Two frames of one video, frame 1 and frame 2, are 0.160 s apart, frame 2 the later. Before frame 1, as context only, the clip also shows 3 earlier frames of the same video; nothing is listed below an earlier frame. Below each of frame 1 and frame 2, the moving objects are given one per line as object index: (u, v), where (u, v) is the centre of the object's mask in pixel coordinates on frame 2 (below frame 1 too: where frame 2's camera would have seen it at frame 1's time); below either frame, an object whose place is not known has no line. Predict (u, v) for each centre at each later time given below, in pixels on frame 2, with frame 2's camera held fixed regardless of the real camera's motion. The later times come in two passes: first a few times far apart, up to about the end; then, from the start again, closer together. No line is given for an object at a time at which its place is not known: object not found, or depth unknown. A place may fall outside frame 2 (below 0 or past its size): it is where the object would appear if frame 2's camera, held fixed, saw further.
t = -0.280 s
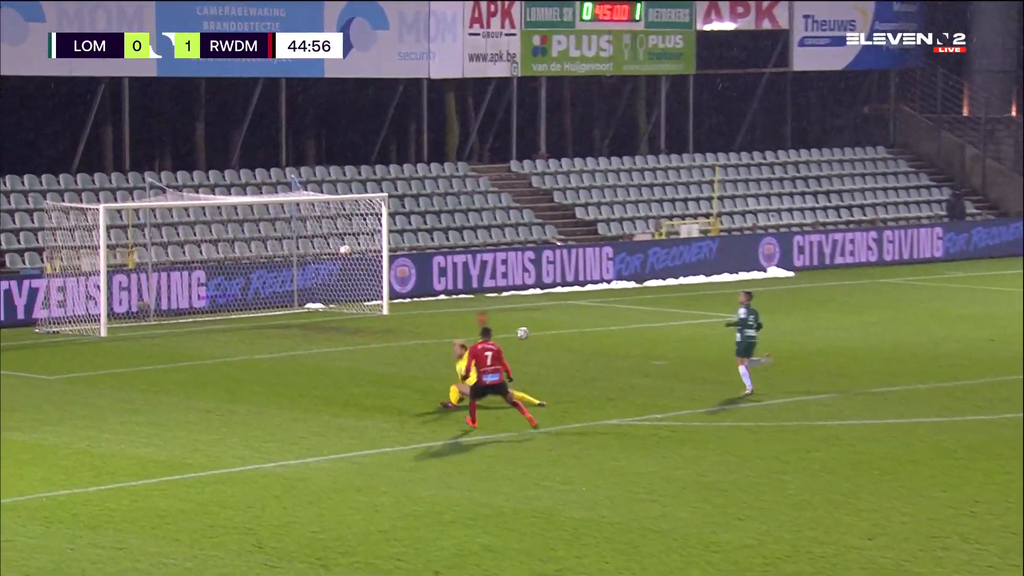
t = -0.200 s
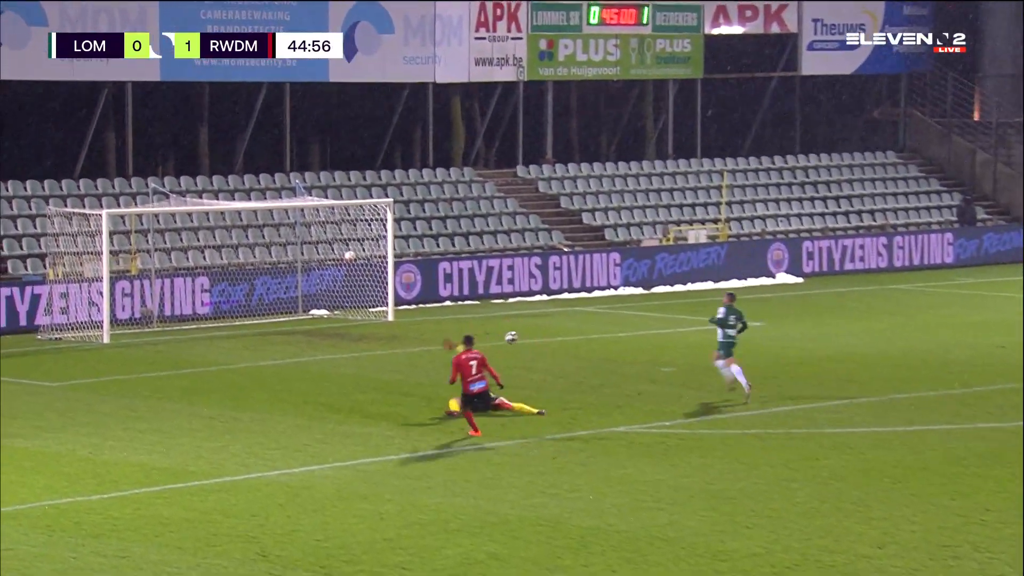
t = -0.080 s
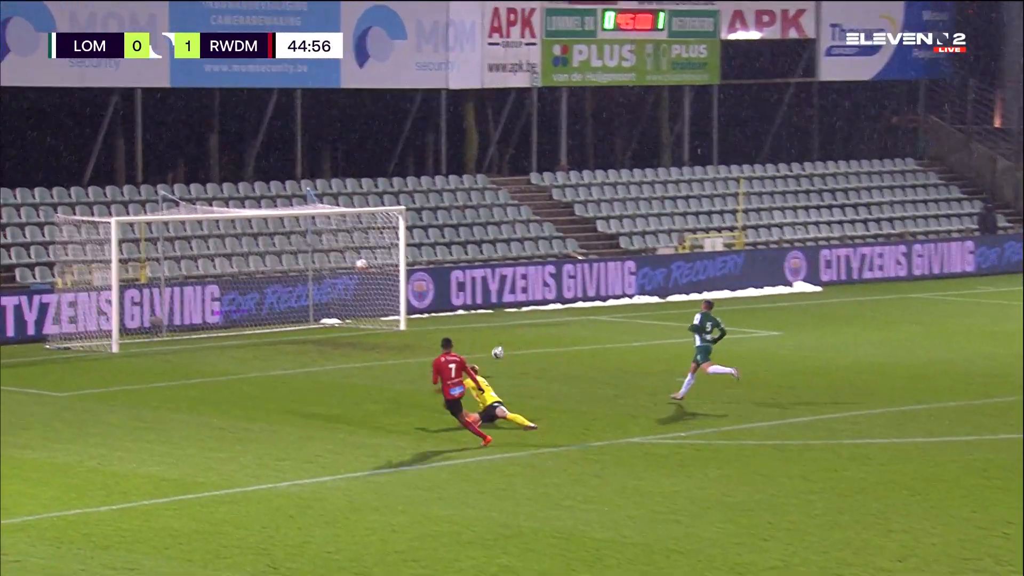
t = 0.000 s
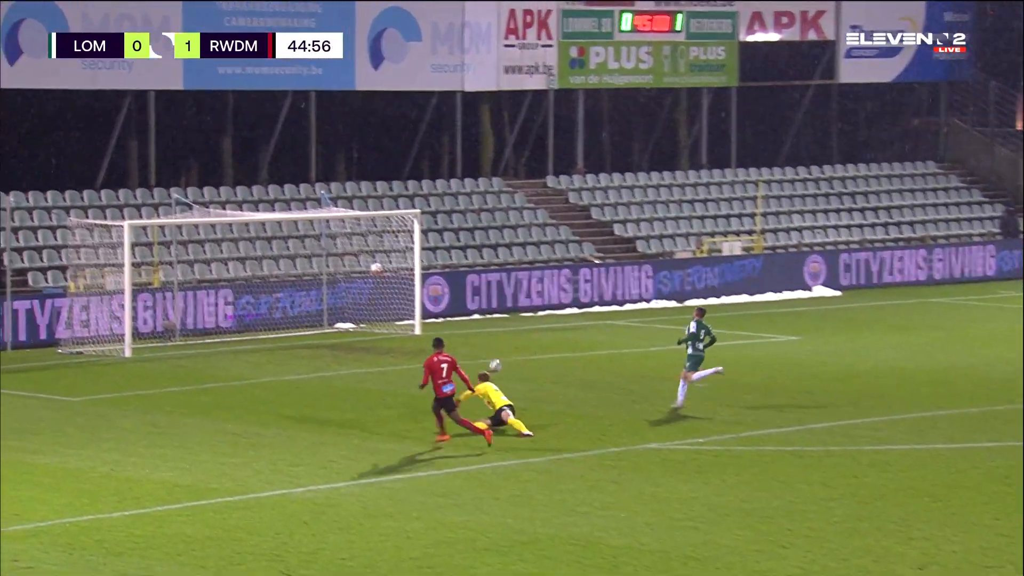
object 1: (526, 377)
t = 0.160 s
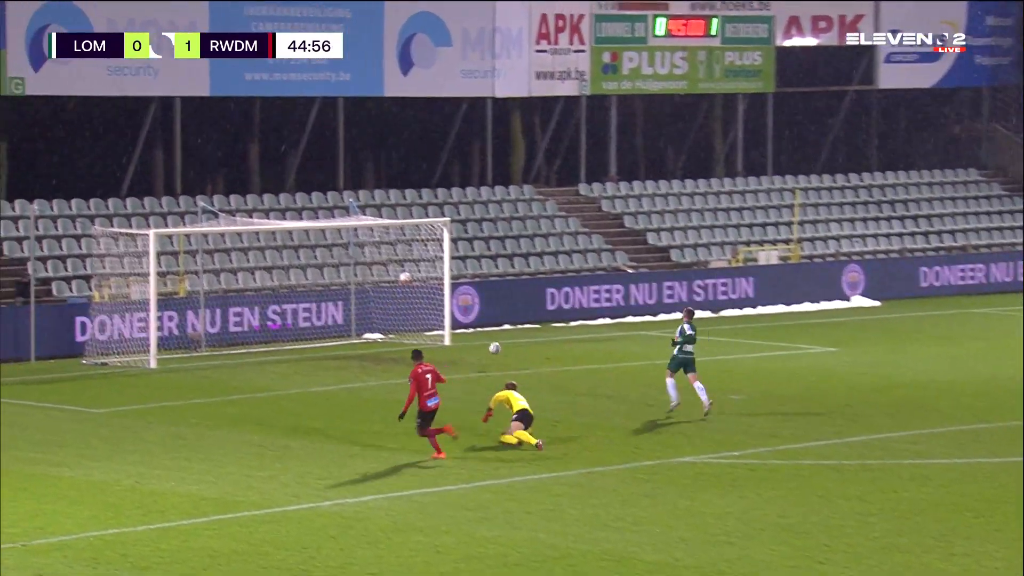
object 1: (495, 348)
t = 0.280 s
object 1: (472, 340)
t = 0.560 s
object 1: (424, 330)
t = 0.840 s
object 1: (371, 312)
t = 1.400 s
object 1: (271, 340)
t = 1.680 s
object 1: (262, 327)
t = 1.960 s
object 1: (259, 343)
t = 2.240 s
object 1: (242, 342)
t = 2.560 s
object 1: (229, 348)
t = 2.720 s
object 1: (224, 347)
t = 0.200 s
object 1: (487, 344)
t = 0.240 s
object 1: (479, 341)
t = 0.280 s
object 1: (472, 340)
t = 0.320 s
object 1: (464, 340)
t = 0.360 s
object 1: (457, 340)
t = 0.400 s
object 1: (450, 343)
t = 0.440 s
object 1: (443, 345)
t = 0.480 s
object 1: (436, 341)
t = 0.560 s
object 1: (424, 330)
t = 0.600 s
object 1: (417, 328)
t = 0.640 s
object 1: (411, 325)
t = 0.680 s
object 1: (405, 323)
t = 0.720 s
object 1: (397, 320)
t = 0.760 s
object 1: (390, 319)
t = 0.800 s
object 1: (380, 315)
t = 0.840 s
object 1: (371, 312)
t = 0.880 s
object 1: (362, 309)
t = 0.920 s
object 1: (354, 307)
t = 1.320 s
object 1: (282, 329)
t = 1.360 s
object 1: (277, 335)
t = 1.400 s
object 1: (271, 340)
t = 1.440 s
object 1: (268, 343)
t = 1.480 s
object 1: (267, 339)
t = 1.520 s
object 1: (265, 335)
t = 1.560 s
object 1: (264, 332)
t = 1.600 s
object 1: (263, 329)
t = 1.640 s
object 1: (263, 327)
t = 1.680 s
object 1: (262, 327)
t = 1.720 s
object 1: (262, 327)
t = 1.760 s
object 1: (262, 328)
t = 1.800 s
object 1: (261, 329)
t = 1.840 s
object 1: (260, 331)
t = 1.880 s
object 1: (259, 334)
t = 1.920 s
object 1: (260, 338)
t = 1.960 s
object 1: (259, 343)
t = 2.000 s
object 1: (258, 347)
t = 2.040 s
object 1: (256, 344)
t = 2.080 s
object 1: (253, 343)
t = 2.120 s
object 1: (249, 342)
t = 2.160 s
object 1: (247, 341)
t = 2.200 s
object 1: (245, 341)
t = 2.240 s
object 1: (242, 342)
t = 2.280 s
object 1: (239, 344)
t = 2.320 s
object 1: (236, 347)
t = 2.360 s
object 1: (234, 347)
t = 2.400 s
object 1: (233, 347)
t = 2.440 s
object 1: (233, 347)
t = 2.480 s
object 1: (232, 348)
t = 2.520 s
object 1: (230, 348)
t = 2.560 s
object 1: (229, 348)
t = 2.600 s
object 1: (229, 347)
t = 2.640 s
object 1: (227, 347)
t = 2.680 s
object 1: (225, 347)
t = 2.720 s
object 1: (224, 347)
